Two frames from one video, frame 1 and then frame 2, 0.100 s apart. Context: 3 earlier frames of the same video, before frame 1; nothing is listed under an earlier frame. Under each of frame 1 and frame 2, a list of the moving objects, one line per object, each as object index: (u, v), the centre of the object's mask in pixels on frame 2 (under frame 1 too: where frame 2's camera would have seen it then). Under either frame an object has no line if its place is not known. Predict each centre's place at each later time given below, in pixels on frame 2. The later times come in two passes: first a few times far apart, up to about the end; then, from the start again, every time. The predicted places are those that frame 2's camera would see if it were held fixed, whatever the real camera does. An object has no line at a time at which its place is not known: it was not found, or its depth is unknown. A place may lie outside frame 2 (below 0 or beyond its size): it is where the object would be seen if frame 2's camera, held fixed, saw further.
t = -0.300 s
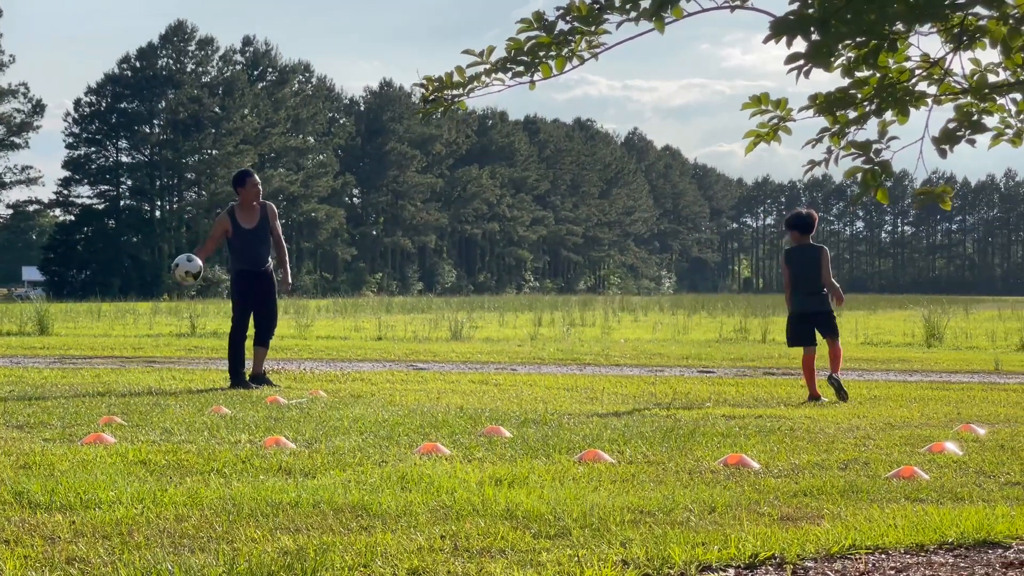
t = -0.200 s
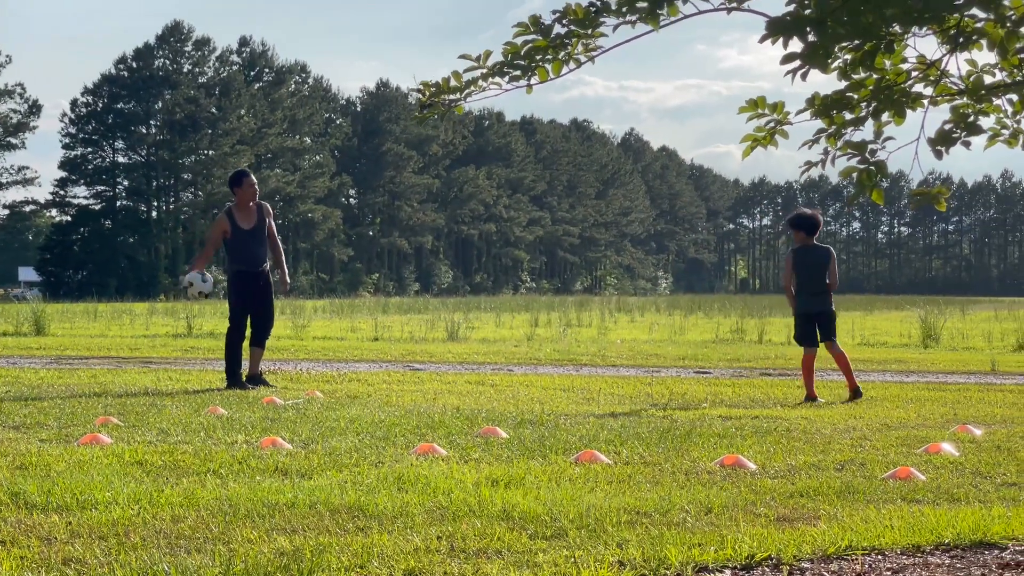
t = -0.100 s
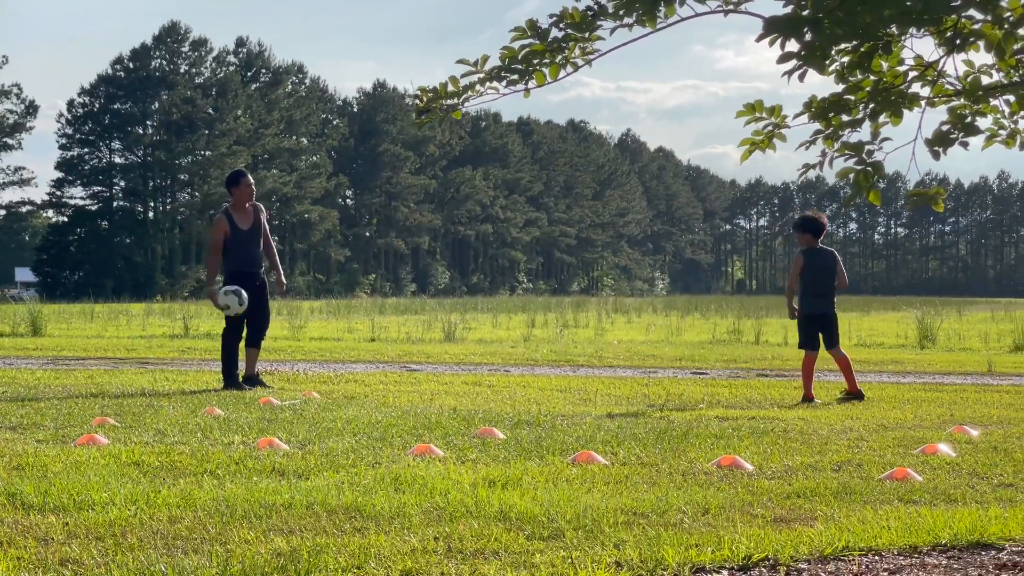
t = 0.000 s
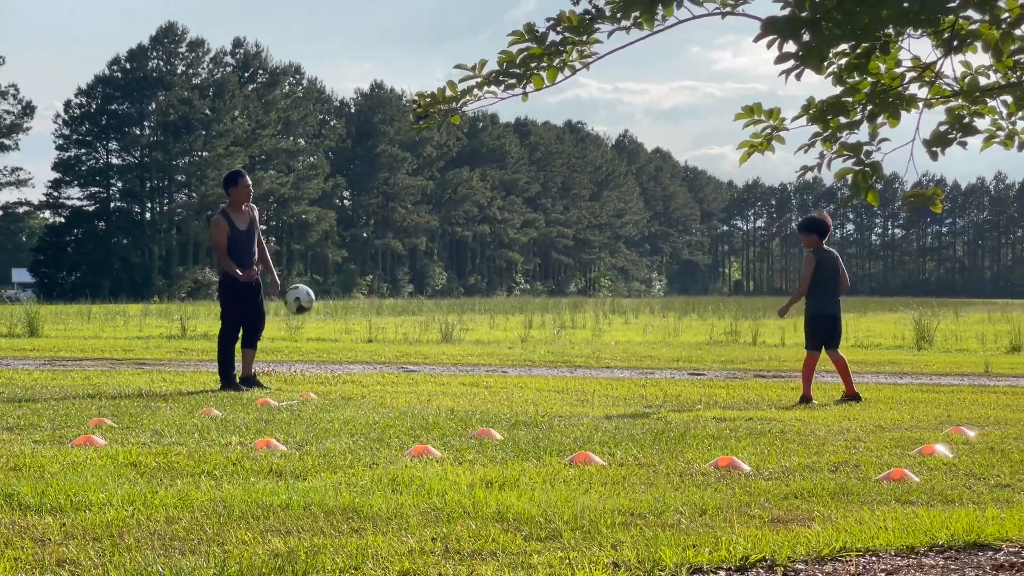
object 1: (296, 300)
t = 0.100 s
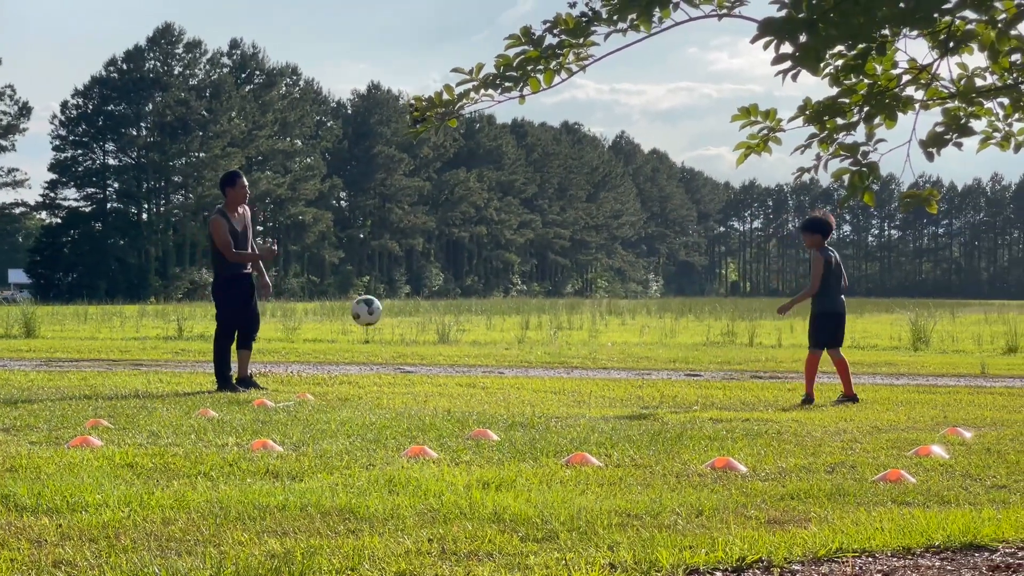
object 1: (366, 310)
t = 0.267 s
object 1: (483, 358)
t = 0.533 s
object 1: (623, 358)
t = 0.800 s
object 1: (749, 389)
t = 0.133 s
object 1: (390, 317)
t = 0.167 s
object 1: (413, 325)
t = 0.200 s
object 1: (436, 334)
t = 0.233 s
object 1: (460, 345)
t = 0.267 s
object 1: (483, 358)
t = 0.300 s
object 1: (506, 372)
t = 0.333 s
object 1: (529, 386)
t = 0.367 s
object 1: (545, 381)
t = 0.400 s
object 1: (561, 373)
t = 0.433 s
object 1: (577, 368)
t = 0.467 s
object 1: (592, 363)
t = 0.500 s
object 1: (608, 360)
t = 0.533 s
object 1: (623, 358)
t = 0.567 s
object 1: (639, 359)
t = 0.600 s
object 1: (655, 360)
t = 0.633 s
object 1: (671, 364)
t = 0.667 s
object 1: (686, 369)
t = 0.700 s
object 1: (702, 376)
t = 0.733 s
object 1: (718, 384)
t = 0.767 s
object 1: (733, 391)
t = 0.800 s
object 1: (749, 389)
